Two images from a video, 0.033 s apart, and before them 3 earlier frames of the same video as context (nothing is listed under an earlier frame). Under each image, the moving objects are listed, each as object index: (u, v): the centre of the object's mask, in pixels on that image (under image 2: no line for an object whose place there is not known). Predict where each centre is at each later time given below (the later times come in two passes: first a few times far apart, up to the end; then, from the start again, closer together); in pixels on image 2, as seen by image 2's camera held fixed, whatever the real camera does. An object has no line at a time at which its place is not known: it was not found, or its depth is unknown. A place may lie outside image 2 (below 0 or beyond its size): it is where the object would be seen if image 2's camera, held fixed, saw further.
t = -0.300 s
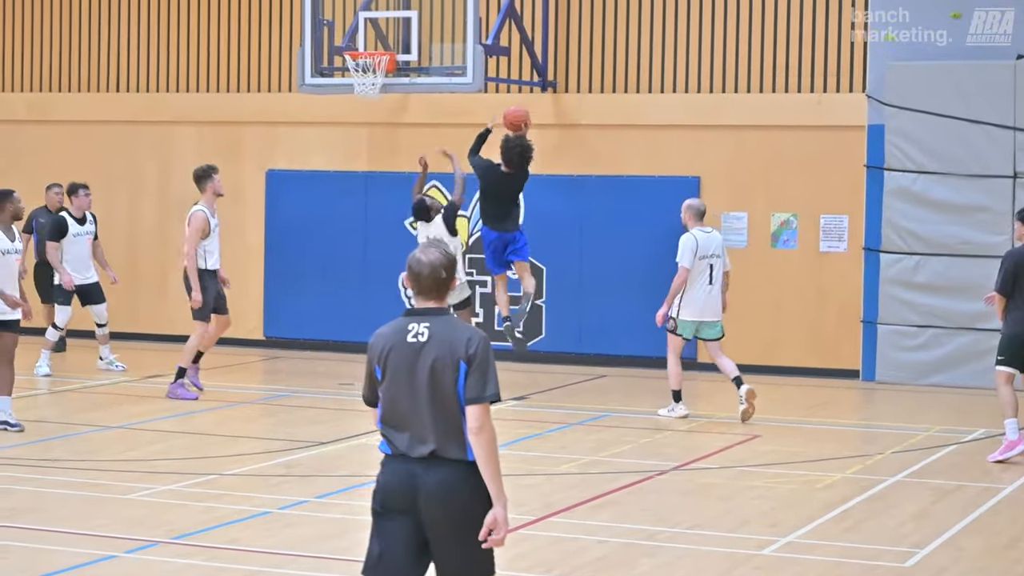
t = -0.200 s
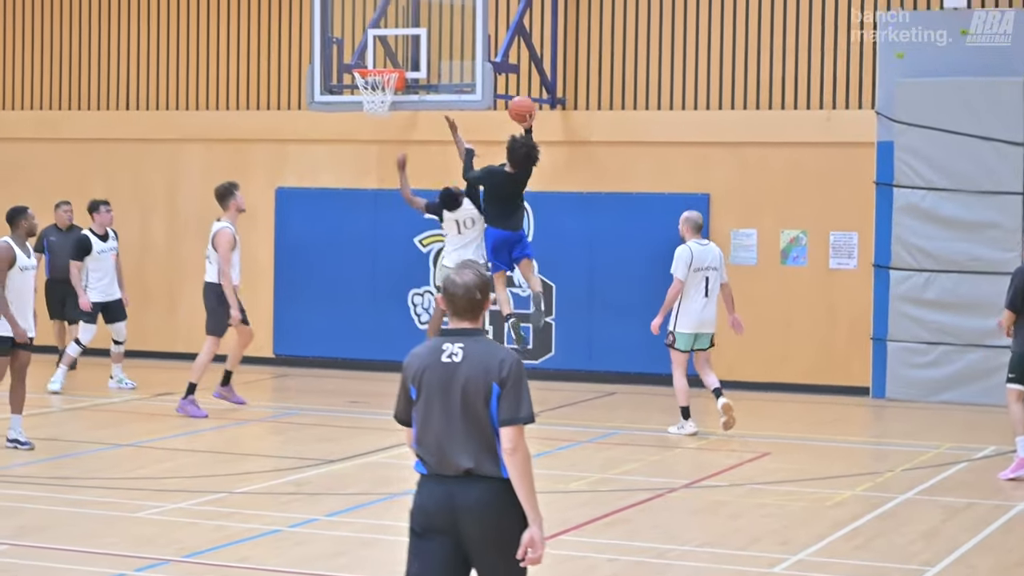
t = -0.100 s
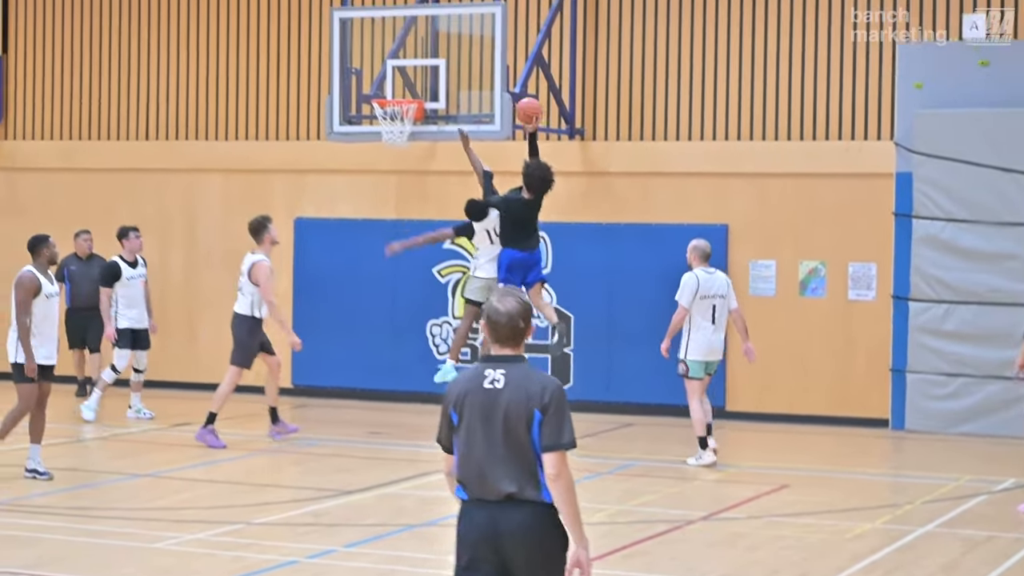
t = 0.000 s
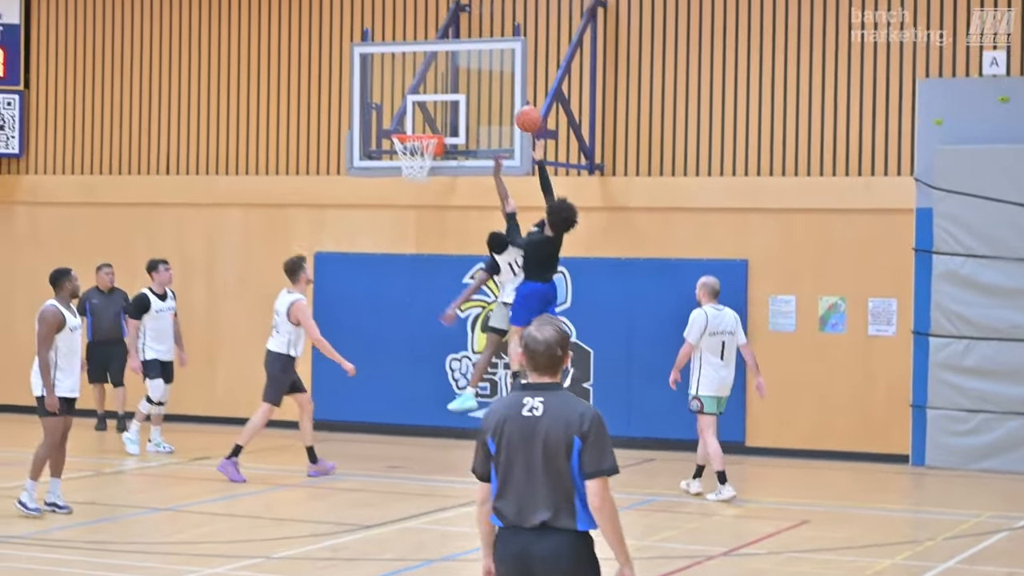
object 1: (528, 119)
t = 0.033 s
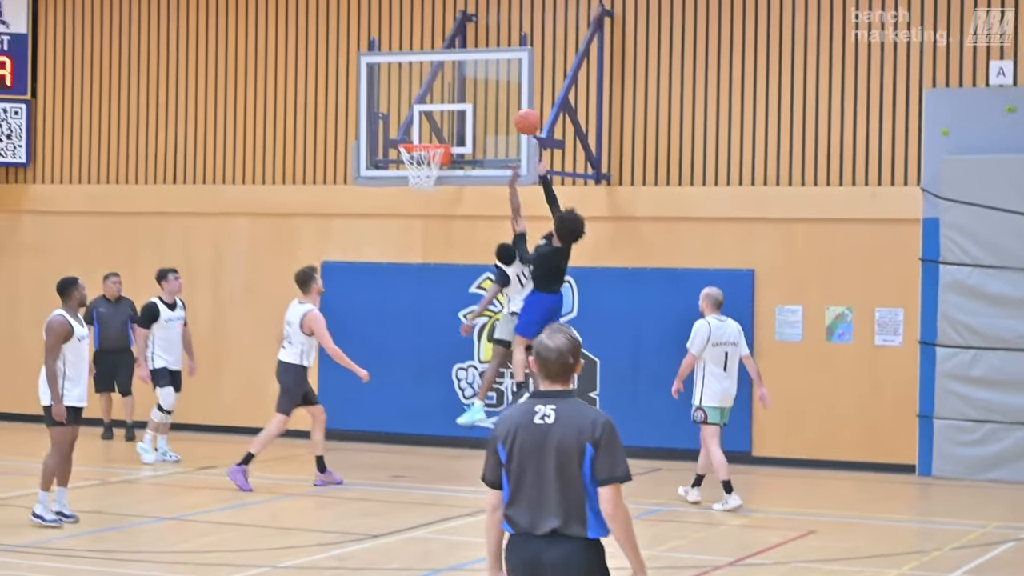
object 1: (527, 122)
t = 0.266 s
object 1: (476, 108)
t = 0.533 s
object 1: (418, 154)
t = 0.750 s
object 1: (409, 180)
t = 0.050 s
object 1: (523, 118)
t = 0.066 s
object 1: (519, 116)
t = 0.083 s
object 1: (516, 113)
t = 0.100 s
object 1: (512, 112)
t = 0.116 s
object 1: (508, 110)
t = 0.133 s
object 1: (505, 108)
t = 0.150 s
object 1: (501, 107)
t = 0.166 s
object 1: (497, 106)
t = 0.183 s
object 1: (494, 106)
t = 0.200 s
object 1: (491, 106)
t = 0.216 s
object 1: (486, 106)
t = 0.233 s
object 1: (483, 106)
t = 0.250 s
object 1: (479, 106)
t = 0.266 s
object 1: (476, 108)
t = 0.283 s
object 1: (472, 109)
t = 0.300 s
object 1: (469, 110)
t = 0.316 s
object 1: (466, 112)
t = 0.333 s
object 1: (462, 113)
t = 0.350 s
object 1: (458, 115)
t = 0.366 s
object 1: (454, 117)
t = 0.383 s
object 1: (451, 120)
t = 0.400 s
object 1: (448, 122)
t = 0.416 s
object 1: (444, 126)
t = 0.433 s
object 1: (440, 128)
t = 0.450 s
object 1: (437, 132)
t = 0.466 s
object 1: (433, 134)
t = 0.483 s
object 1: (430, 136)
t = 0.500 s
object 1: (426, 138)
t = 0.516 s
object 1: (420, 148)
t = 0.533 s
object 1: (418, 154)
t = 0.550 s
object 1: (414, 158)
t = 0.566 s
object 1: (405, 164)
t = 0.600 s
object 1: (415, 178)
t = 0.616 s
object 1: (412, 178)
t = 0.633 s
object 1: (410, 177)
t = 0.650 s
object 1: (410, 176)
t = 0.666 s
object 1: (410, 176)
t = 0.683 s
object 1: (409, 176)
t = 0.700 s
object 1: (409, 177)
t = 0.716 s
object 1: (409, 178)
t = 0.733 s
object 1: (409, 179)
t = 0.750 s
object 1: (409, 180)
